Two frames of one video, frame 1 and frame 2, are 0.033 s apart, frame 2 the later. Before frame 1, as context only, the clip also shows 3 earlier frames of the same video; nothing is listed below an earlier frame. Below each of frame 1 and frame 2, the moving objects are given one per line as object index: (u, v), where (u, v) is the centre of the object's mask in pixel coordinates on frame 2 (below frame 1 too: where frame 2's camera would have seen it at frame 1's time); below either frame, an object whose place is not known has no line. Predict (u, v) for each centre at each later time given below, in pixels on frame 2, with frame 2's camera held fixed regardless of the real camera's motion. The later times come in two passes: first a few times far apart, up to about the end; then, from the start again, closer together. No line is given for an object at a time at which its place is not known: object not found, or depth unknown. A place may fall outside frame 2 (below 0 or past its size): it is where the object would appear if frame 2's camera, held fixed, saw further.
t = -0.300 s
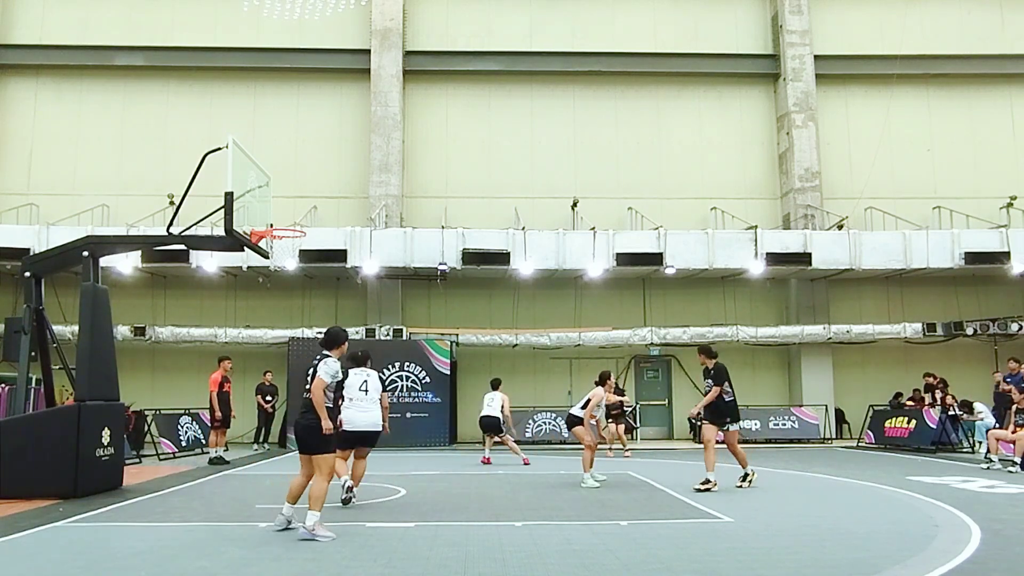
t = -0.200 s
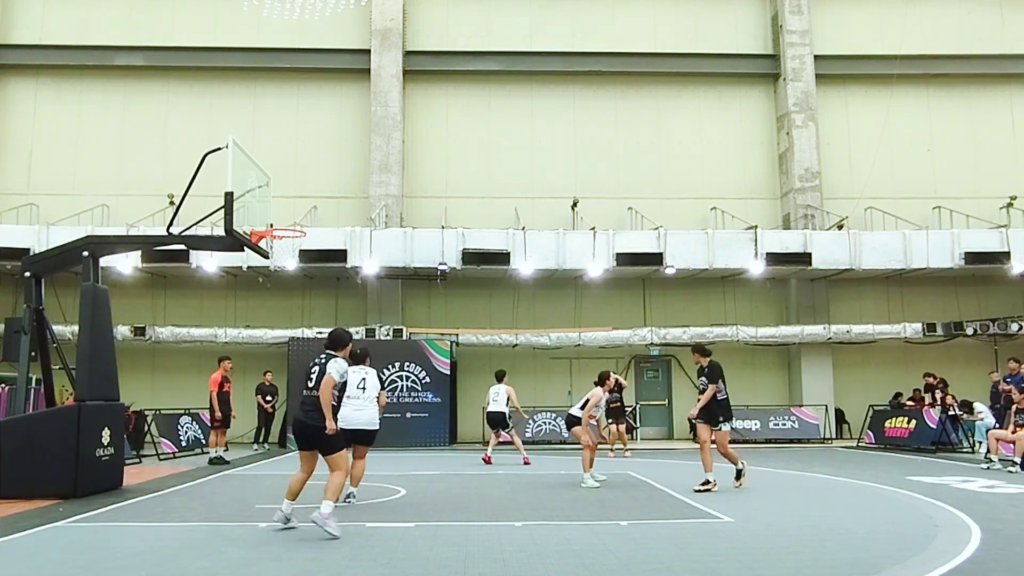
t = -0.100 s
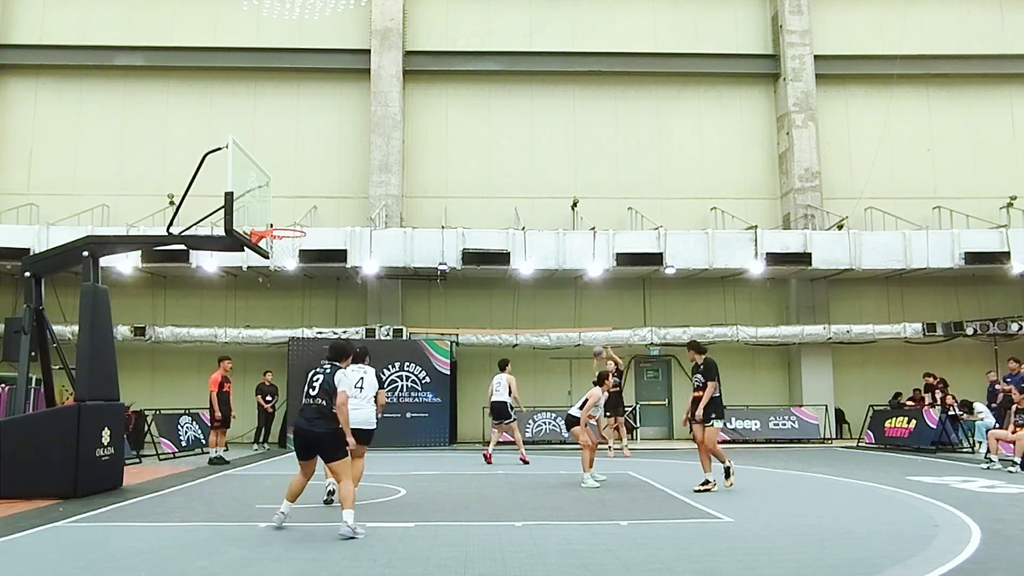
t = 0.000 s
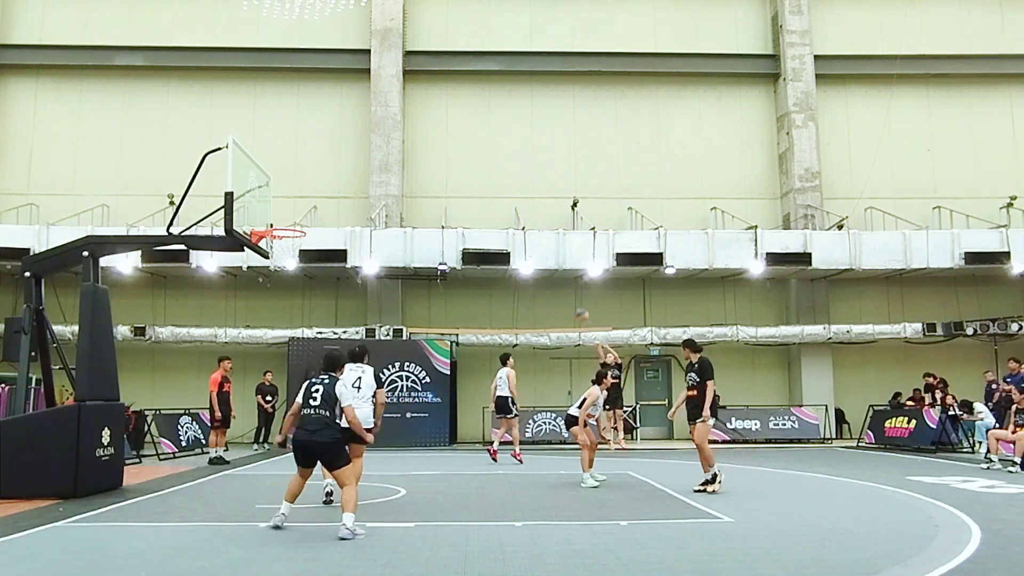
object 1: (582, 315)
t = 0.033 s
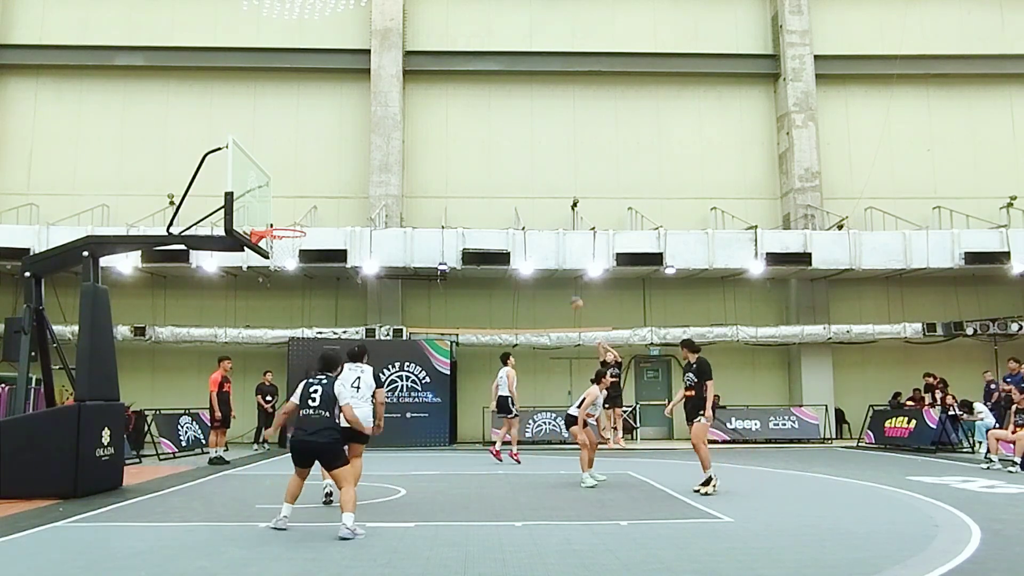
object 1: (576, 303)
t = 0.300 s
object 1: (523, 225)
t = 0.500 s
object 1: (480, 186)
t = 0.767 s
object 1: (413, 165)
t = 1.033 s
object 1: (331, 192)
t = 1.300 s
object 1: (272, 218)
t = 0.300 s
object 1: (523, 225)
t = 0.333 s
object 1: (517, 217)
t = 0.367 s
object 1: (509, 210)
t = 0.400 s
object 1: (502, 203)
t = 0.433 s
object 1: (495, 196)
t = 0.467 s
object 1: (487, 191)
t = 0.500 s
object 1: (480, 186)
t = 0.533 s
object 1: (472, 181)
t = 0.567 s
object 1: (465, 177)
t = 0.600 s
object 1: (456, 173)
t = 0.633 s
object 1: (448, 170)
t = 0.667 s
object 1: (440, 168)
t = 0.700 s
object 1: (431, 167)
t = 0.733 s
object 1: (422, 165)
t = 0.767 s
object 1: (413, 165)
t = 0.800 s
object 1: (404, 165)
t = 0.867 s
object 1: (384, 169)
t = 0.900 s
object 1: (374, 171)
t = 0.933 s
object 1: (364, 175)
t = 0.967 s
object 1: (353, 180)
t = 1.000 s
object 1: (342, 186)
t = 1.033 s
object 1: (331, 192)
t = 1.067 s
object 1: (319, 200)
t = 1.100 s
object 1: (307, 209)
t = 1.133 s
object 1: (294, 219)
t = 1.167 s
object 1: (284, 223)
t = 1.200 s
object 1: (276, 221)
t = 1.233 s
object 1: (269, 220)
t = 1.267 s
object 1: (264, 219)
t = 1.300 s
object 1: (272, 218)
